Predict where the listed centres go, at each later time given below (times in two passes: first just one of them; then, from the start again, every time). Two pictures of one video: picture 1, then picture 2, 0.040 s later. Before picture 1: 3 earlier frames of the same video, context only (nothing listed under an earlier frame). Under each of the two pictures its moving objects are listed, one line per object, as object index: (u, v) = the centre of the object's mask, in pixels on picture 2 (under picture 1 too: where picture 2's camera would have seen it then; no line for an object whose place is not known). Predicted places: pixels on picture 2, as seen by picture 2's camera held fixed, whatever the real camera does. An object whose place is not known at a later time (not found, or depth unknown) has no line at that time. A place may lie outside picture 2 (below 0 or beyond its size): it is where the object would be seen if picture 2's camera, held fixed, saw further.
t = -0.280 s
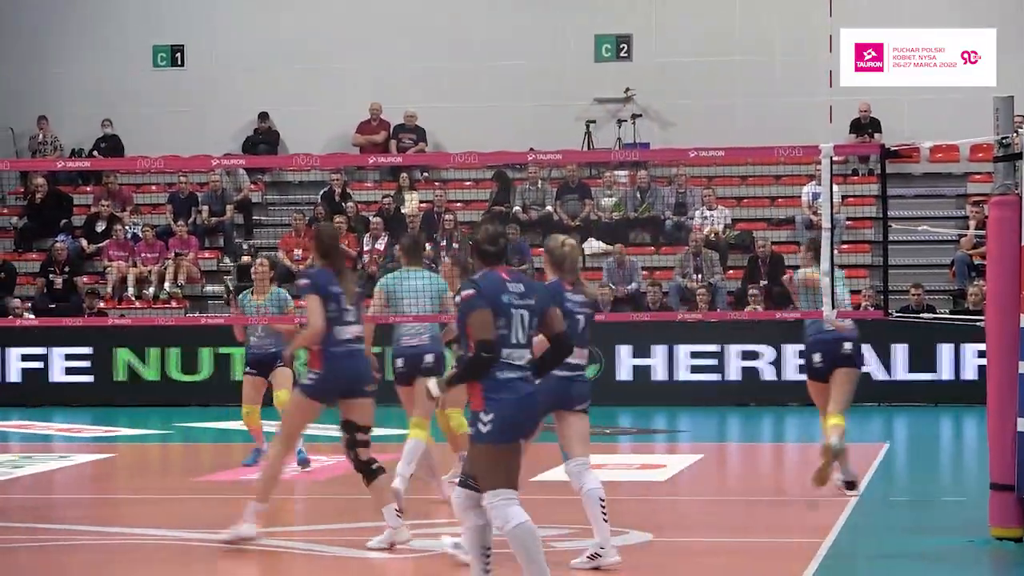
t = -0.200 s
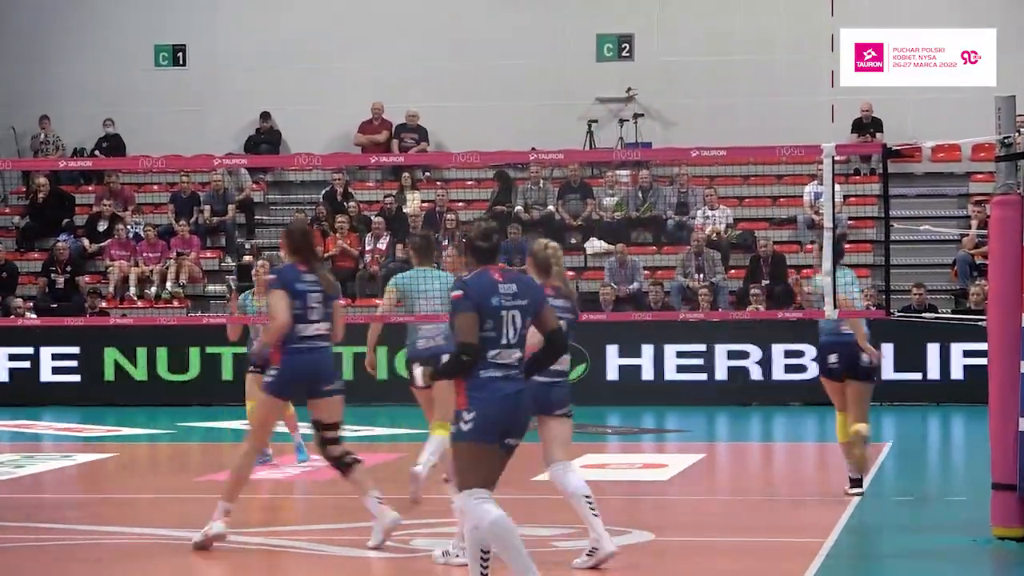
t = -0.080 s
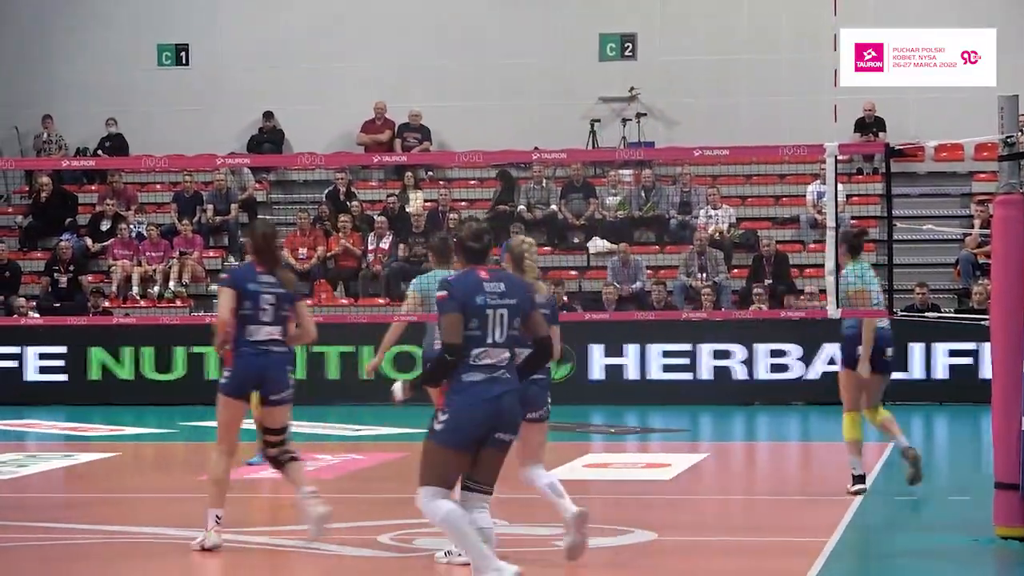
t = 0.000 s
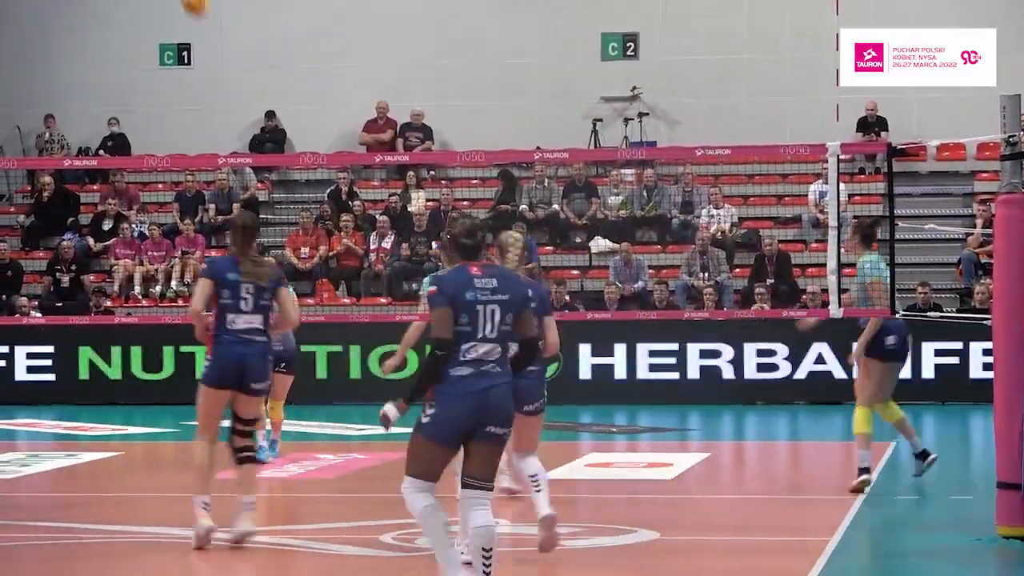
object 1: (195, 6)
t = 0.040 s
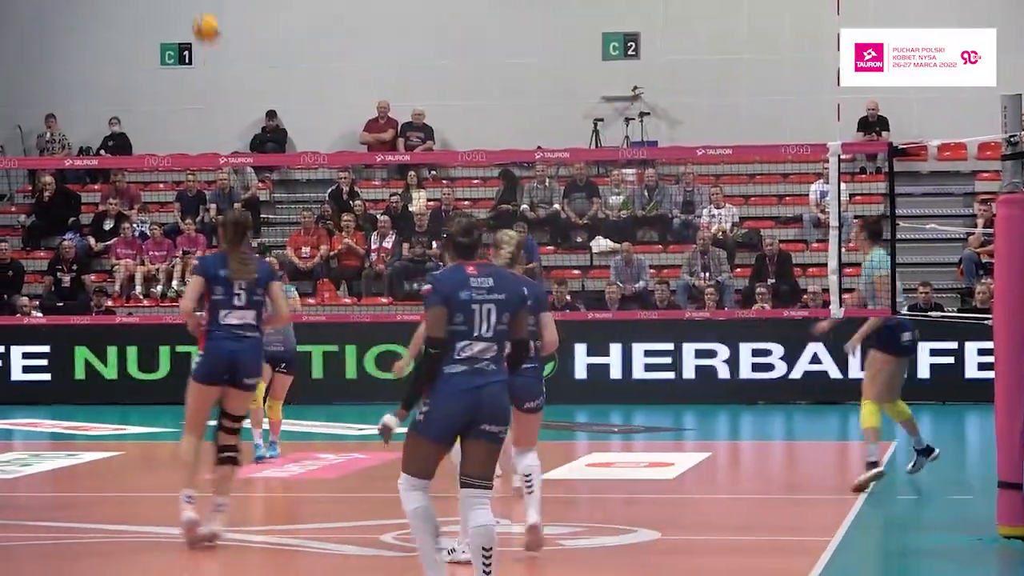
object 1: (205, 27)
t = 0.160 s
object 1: (237, 120)
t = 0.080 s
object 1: (216, 60)
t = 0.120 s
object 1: (227, 89)
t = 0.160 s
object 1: (237, 120)
